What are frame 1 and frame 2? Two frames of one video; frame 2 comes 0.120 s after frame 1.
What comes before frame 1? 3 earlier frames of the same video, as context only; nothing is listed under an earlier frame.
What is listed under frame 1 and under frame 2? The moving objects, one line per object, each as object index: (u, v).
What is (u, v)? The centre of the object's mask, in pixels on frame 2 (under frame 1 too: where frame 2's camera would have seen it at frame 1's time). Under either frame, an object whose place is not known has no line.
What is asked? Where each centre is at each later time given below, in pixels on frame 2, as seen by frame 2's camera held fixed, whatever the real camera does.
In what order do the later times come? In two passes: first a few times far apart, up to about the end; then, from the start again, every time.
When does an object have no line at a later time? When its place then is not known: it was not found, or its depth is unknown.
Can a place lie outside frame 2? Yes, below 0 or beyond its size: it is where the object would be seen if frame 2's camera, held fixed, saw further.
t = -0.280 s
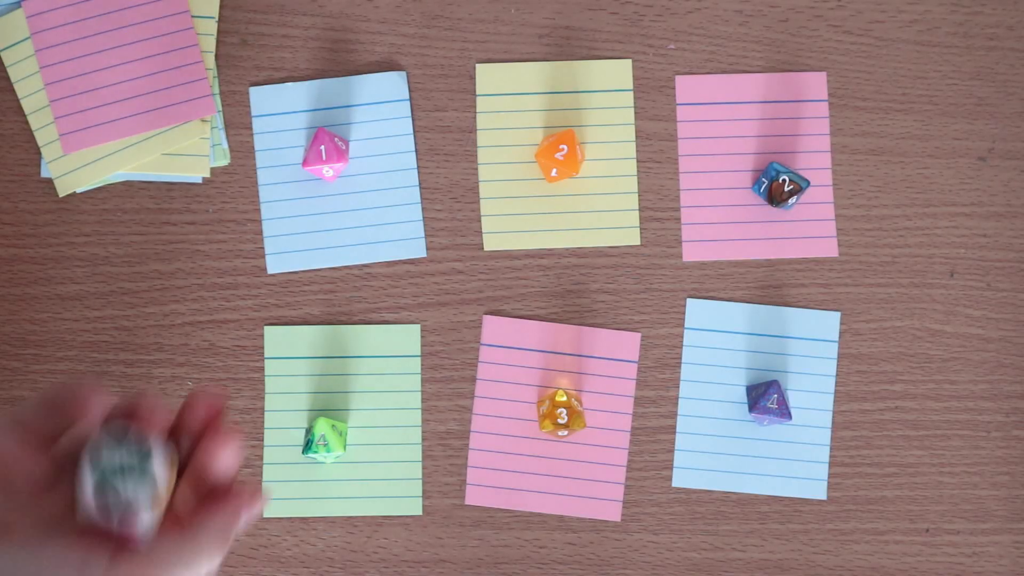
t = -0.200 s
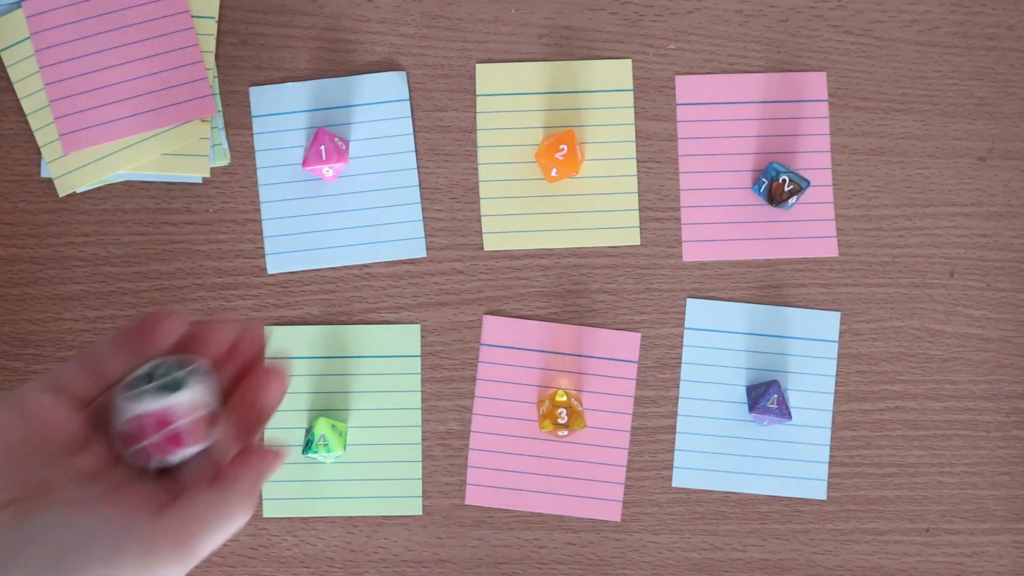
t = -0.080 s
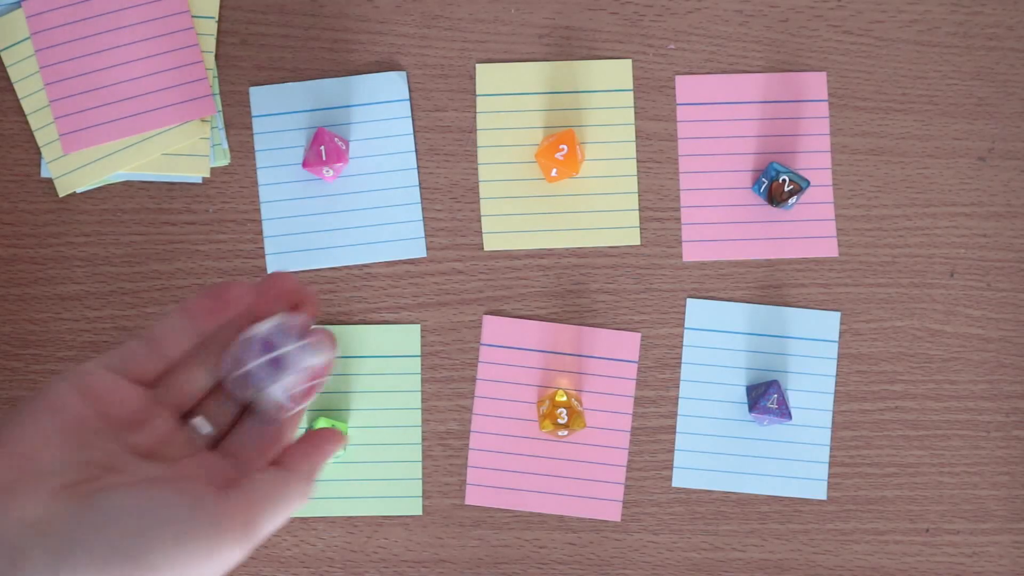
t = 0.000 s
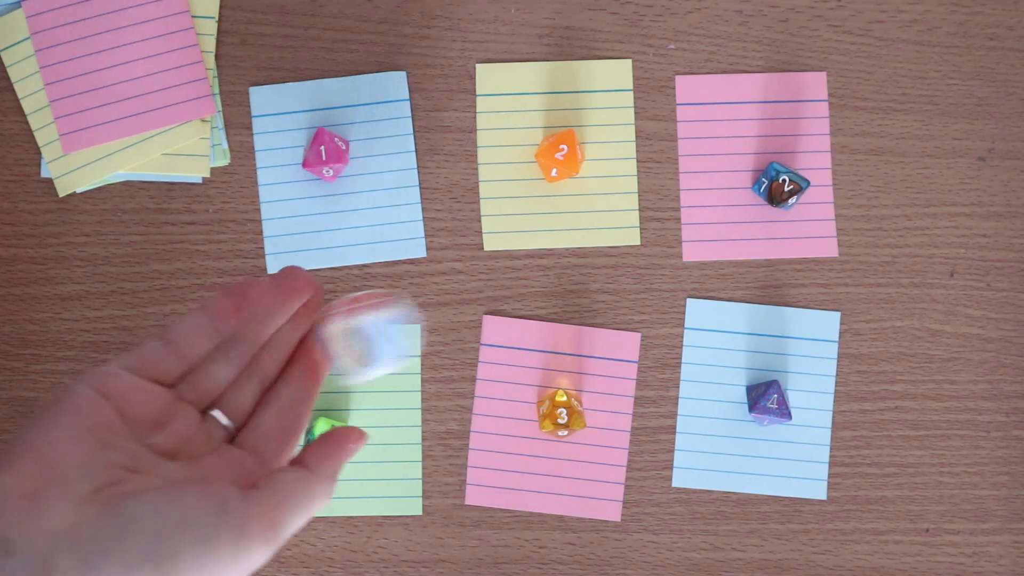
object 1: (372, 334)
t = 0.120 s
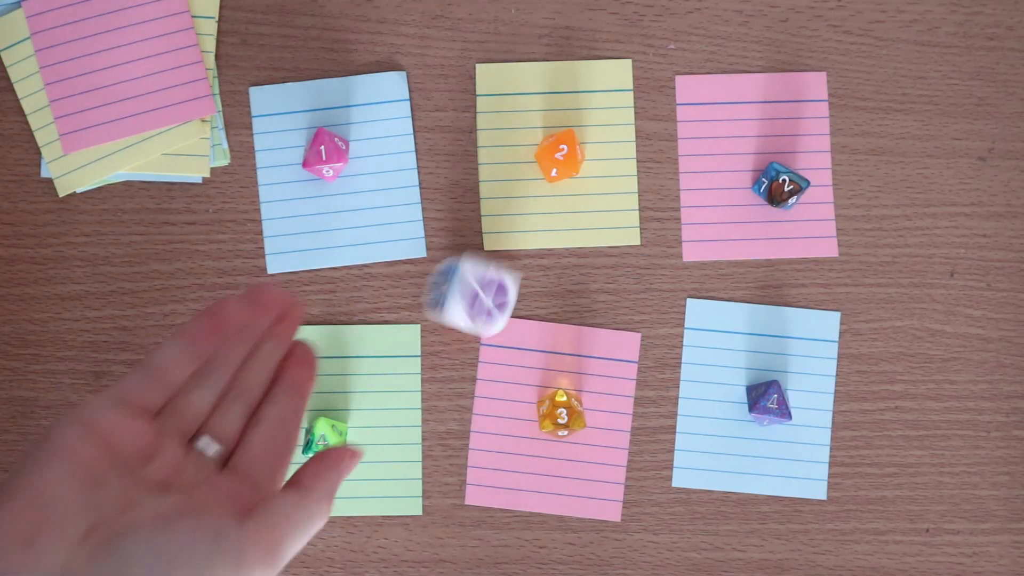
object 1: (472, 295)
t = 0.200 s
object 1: (524, 263)
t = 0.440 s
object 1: (601, 226)
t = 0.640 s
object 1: (602, 226)
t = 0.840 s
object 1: (601, 226)
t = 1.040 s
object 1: (601, 226)
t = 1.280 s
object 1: (601, 226)
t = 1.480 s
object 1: (602, 226)
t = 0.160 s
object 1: (500, 277)
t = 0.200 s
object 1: (524, 263)
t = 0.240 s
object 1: (549, 252)
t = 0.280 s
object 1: (571, 247)
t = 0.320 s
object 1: (585, 235)
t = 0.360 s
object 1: (596, 229)
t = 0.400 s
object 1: (601, 226)
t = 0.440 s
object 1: (601, 226)
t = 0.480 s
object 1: (601, 226)
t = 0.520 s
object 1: (601, 226)
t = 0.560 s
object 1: (601, 226)
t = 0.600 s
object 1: (601, 226)
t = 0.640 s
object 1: (602, 226)
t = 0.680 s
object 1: (602, 226)
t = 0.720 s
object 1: (602, 226)
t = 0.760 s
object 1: (601, 226)
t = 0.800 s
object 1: (601, 226)
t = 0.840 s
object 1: (601, 226)
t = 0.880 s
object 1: (601, 226)
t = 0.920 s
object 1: (601, 226)
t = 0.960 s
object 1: (601, 226)
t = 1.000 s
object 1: (601, 226)
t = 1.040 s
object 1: (601, 226)
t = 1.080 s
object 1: (602, 226)
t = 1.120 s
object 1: (601, 226)
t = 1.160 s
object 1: (601, 226)
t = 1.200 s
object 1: (601, 226)
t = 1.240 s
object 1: (601, 226)
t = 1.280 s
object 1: (601, 226)
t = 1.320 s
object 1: (602, 226)
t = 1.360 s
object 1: (602, 226)
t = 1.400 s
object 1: (602, 226)
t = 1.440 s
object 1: (602, 226)
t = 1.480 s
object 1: (602, 226)
